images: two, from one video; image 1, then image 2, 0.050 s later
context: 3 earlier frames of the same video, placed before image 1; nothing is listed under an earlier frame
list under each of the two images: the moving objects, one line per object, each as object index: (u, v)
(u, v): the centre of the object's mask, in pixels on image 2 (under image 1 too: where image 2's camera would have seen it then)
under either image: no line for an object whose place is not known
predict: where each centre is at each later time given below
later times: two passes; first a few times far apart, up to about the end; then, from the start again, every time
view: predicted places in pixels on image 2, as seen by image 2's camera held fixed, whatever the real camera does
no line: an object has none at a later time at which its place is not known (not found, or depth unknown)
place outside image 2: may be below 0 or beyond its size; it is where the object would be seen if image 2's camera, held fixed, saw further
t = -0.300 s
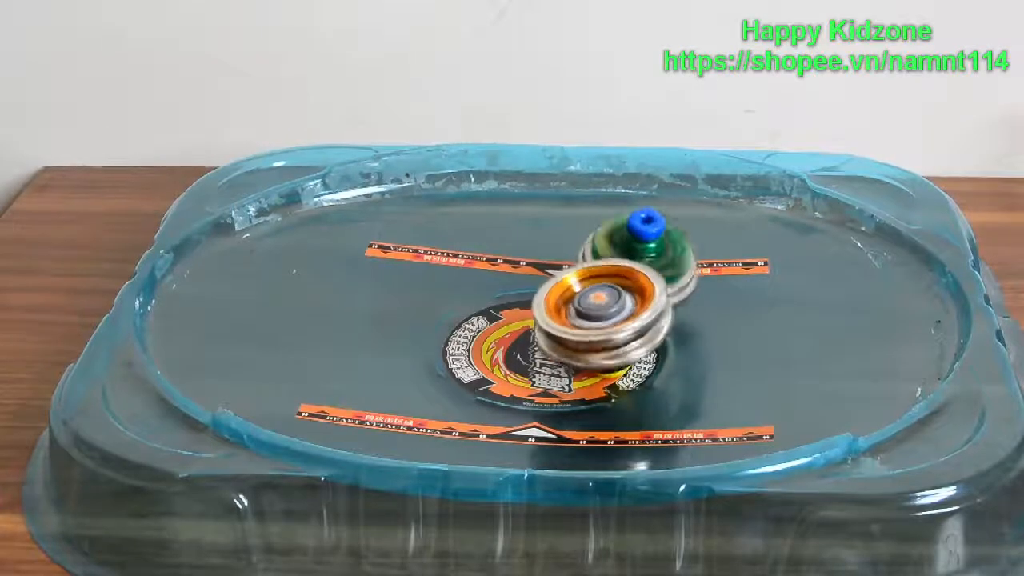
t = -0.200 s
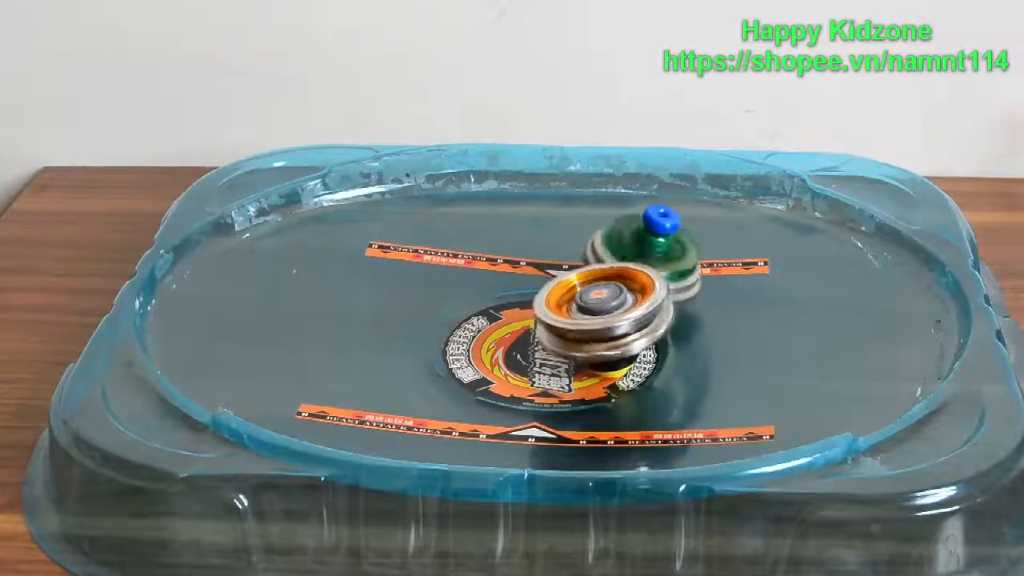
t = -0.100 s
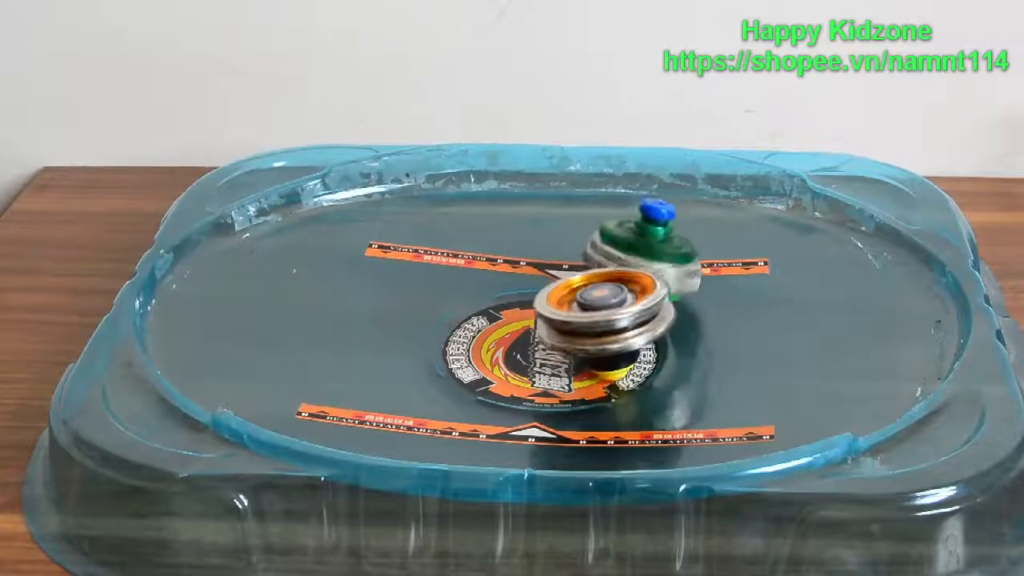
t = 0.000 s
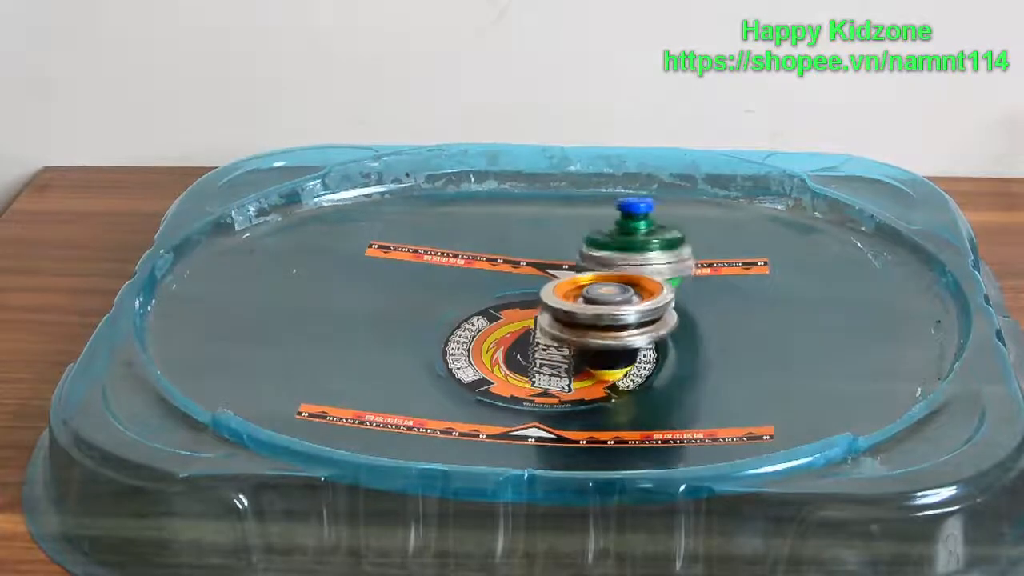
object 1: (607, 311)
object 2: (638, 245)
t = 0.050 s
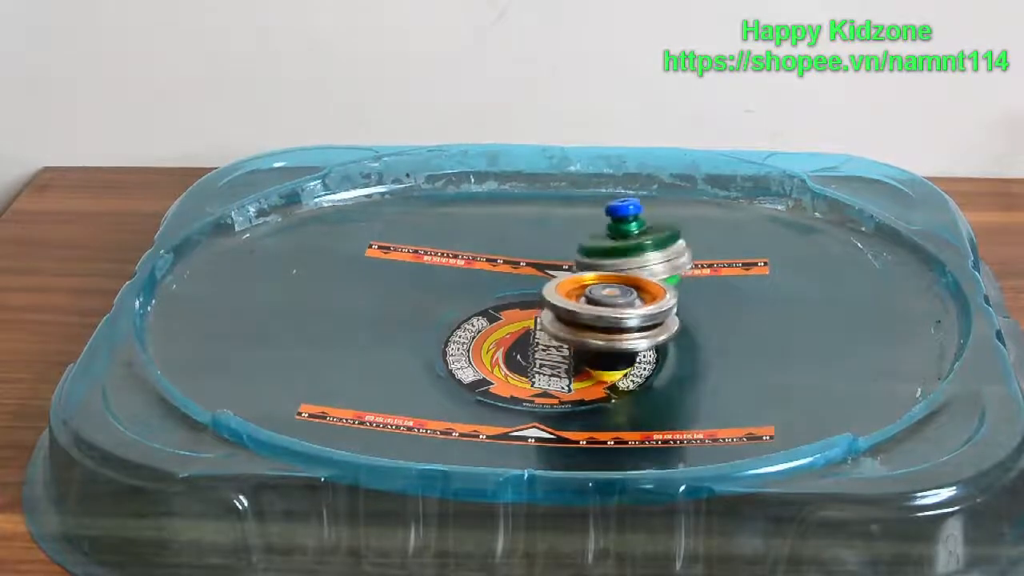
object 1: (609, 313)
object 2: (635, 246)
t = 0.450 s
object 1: (598, 319)
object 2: (639, 256)
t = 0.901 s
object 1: (599, 318)
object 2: (669, 263)
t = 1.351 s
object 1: (602, 319)
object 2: (597, 240)
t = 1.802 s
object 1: (602, 330)
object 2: (542, 265)
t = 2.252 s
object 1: (580, 337)
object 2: (613, 260)
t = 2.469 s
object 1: (605, 326)
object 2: (601, 253)
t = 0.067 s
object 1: (609, 311)
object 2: (635, 245)
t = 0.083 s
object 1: (609, 316)
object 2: (632, 245)
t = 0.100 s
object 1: (610, 315)
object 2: (633, 246)
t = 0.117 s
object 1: (611, 313)
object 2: (633, 246)
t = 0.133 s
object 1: (611, 313)
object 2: (633, 246)
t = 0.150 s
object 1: (611, 314)
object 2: (632, 245)
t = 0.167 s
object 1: (611, 315)
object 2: (633, 244)
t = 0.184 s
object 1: (608, 316)
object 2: (632, 244)
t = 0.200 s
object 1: (606, 317)
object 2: (630, 243)
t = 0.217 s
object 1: (603, 316)
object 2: (627, 244)
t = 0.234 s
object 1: (603, 314)
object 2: (626, 245)
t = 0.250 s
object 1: (603, 314)
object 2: (626, 247)
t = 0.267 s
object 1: (605, 313)
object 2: (627, 246)
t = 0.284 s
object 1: (606, 314)
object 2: (627, 248)
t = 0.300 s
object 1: (607, 314)
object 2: (632, 251)
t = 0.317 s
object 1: (608, 318)
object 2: (635, 251)
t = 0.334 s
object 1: (606, 319)
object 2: (636, 250)
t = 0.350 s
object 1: (603, 321)
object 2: (634, 249)
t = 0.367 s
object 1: (600, 321)
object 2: (635, 252)
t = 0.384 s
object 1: (598, 321)
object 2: (635, 253)
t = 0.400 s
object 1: (597, 320)
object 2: (635, 254)
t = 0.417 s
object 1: (597, 320)
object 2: (635, 254)
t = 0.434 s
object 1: (597, 319)
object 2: (636, 256)
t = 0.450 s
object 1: (598, 319)
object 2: (639, 256)
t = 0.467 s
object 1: (601, 318)
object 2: (641, 258)
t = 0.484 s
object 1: (602, 321)
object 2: (646, 258)
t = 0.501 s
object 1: (604, 319)
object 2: (649, 257)
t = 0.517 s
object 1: (604, 321)
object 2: (651, 257)
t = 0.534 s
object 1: (603, 320)
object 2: (653, 257)
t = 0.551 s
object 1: (602, 322)
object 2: (655, 257)
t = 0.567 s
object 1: (601, 321)
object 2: (656, 258)
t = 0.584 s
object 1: (600, 321)
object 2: (657, 259)
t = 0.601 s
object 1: (600, 320)
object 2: (658, 259)
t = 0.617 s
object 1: (600, 320)
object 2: (659, 260)
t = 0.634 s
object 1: (601, 318)
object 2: (658, 260)
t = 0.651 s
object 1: (602, 318)
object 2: (658, 261)
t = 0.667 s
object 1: (603, 318)
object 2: (660, 262)
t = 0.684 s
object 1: (604, 318)
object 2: (661, 263)
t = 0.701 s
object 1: (604, 318)
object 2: (662, 263)
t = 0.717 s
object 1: (605, 320)
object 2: (662, 264)
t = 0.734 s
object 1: (605, 321)
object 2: (664, 266)
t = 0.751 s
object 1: (603, 322)
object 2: (666, 265)
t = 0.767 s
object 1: (600, 322)
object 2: (671, 264)
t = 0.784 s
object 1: (596, 323)
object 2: (671, 266)
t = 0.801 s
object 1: (594, 323)
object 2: (669, 265)
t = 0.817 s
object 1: (592, 322)
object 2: (669, 266)
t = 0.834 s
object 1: (590, 320)
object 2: (670, 265)
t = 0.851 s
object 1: (590, 322)
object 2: (670, 265)
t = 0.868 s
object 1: (593, 321)
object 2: (670, 264)
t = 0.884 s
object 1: (596, 318)
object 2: (669, 264)
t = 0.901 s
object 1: (599, 318)
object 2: (669, 263)
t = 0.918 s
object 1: (601, 319)
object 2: (668, 262)
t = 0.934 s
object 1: (603, 321)
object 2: (667, 260)
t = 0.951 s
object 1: (603, 322)
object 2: (667, 260)
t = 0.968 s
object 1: (603, 321)
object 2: (667, 259)
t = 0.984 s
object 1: (601, 321)
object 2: (667, 261)
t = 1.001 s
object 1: (599, 321)
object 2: (665, 260)
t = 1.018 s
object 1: (598, 321)
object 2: (662, 258)
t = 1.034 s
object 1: (598, 320)
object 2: (658, 257)
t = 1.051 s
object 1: (599, 319)
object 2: (658, 258)
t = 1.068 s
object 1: (599, 319)
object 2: (655, 257)
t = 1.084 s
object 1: (601, 319)
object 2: (651, 254)
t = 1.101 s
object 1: (602, 319)
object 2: (647, 253)
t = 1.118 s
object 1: (603, 319)
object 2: (644, 254)
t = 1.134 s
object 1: (602, 320)
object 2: (645, 255)
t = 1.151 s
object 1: (602, 320)
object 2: (641, 254)
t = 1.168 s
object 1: (601, 320)
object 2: (637, 253)
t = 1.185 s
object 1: (600, 320)
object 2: (634, 252)
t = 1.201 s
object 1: (600, 320)
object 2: (626, 251)
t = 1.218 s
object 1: (599, 320)
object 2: (623, 249)
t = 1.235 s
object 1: (600, 320)
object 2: (620, 247)
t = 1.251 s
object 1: (601, 319)
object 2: (614, 247)
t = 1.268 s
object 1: (603, 318)
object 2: (611, 244)
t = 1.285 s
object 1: (603, 318)
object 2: (610, 244)
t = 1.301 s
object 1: (603, 319)
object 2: (608, 242)
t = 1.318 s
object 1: (603, 318)
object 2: (606, 241)
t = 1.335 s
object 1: (602, 320)
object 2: (602, 241)
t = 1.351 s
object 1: (602, 319)
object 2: (597, 240)
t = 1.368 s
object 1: (601, 320)
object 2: (593, 242)
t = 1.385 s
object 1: (599, 319)
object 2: (590, 243)
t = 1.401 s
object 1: (598, 320)
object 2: (584, 243)
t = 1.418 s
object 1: (597, 320)
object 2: (579, 247)
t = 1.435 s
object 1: (597, 320)
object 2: (579, 249)
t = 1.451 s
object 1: (596, 320)
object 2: (577, 248)
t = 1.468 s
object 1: (593, 323)
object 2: (576, 248)
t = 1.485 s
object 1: (591, 327)
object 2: (575, 247)
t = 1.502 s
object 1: (588, 330)
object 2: (573, 246)
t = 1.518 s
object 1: (585, 334)
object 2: (575, 248)
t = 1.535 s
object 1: (582, 337)
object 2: (575, 247)
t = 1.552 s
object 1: (579, 338)
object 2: (572, 246)
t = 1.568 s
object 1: (577, 339)
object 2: (571, 247)
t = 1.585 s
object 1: (578, 340)
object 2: (569, 248)
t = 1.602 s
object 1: (579, 340)
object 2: (566, 248)
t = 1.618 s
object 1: (580, 340)
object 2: (563, 249)
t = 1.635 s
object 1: (582, 339)
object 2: (557, 249)
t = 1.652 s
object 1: (585, 340)
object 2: (553, 251)
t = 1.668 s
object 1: (588, 339)
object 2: (549, 251)
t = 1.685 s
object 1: (591, 339)
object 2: (547, 252)
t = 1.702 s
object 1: (595, 340)
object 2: (544, 254)
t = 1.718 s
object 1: (595, 338)
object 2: (540, 257)
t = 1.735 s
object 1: (599, 340)
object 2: (540, 260)
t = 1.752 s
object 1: (601, 328)
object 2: (539, 263)
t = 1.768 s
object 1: (601, 329)
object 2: (541, 267)
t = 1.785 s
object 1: (602, 330)
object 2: (540, 266)
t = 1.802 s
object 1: (602, 330)
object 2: (542, 265)
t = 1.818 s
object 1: (601, 331)
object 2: (546, 263)
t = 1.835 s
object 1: (601, 331)
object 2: (549, 262)
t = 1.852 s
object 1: (601, 331)
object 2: (553, 261)
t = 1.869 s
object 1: (601, 334)
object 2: (556, 259)
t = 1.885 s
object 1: (601, 334)
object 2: (557, 258)
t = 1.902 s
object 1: (601, 334)
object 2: (560, 257)
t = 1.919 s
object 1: (601, 334)
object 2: (563, 257)
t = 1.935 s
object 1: (600, 335)
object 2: (563, 256)
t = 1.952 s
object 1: (600, 336)
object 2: (563, 256)
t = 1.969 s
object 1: (598, 338)
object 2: (564, 257)
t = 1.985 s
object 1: (596, 338)
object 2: (565, 257)
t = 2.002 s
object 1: (594, 338)
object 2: (569, 256)
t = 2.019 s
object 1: (592, 338)
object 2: (572, 257)
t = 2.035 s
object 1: (591, 337)
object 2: (575, 255)
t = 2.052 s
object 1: (588, 337)
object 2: (578, 257)
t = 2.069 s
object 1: (587, 337)
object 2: (580, 258)
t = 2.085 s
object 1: (584, 336)
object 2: (585, 259)
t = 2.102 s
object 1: (583, 335)
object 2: (590, 259)
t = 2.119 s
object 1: (582, 334)
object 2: (595, 259)
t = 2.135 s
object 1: (581, 334)
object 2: (598, 258)
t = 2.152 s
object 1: (579, 333)
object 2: (600, 259)
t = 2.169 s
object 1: (579, 335)
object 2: (601, 259)
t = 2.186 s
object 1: (578, 336)
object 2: (607, 259)
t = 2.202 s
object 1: (577, 337)
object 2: (611, 259)
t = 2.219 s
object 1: (576, 338)
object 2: (611, 261)
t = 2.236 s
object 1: (578, 337)
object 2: (612, 260)
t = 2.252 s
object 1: (580, 337)
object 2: (613, 260)
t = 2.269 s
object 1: (578, 327)
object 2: (613, 260)
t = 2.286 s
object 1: (584, 337)
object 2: (613, 260)
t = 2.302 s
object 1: (587, 336)
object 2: (613, 260)
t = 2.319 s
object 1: (589, 337)
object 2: (611, 260)
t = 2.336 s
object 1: (591, 337)
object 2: (611, 260)
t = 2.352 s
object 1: (595, 338)
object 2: (612, 258)
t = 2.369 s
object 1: (598, 324)
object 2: (610, 259)
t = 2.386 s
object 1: (598, 337)
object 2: (609, 260)
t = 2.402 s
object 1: (601, 324)
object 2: (608, 259)
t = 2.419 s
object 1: (601, 325)
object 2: (607, 258)
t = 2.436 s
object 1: (603, 325)
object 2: (605, 256)
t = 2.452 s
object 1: (603, 336)
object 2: (603, 257)
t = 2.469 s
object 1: (605, 326)
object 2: (601, 253)
